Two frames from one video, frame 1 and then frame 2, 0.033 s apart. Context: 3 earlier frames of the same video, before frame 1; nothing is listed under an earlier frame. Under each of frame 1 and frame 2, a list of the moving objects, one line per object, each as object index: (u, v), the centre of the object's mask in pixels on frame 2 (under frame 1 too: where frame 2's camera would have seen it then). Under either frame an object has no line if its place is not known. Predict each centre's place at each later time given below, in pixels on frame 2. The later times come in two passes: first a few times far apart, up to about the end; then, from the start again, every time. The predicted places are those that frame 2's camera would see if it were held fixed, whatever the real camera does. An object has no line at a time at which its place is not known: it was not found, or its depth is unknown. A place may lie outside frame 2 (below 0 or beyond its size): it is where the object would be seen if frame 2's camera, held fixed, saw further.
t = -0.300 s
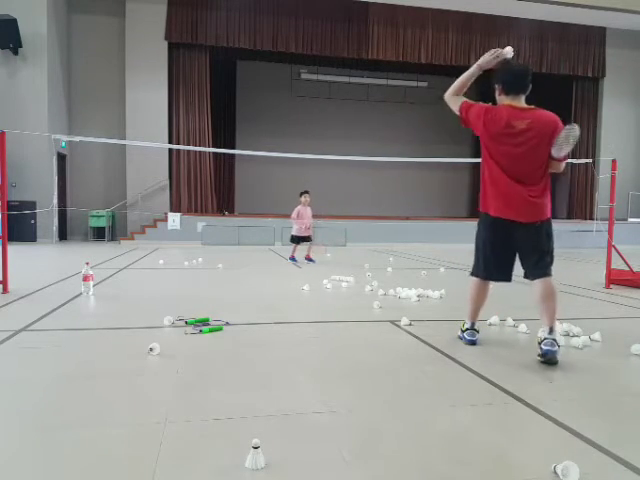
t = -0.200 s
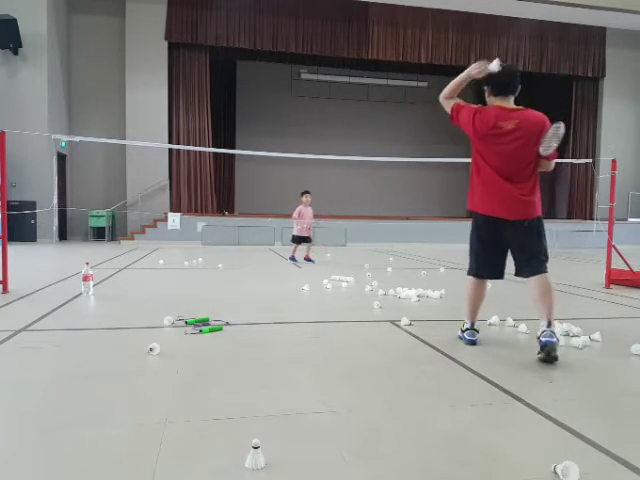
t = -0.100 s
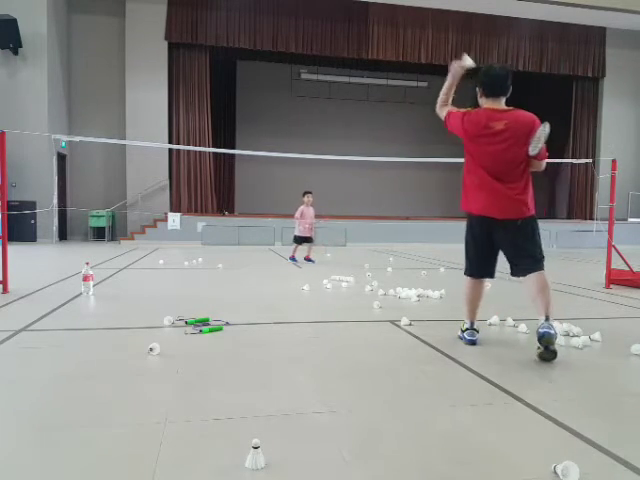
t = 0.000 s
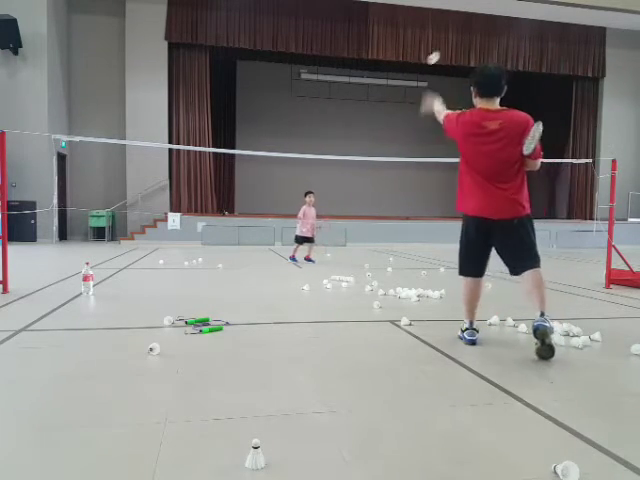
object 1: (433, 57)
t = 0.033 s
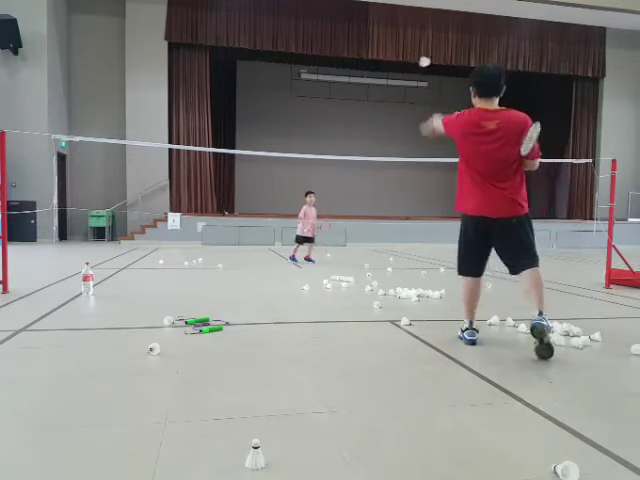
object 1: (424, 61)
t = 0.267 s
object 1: (393, 86)
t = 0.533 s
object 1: (377, 143)
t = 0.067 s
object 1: (417, 62)
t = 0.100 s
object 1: (410, 62)
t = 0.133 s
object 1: (406, 65)
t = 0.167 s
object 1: (403, 69)
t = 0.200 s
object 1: (400, 74)
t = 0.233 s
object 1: (396, 80)
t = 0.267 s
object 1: (393, 86)
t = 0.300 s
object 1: (390, 92)
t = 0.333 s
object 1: (388, 99)
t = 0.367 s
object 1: (385, 106)
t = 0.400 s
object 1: (383, 113)
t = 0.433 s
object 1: (381, 120)
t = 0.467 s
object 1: (380, 127)
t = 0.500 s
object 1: (378, 136)
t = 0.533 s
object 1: (377, 143)
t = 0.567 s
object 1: (375, 152)
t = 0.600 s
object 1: (374, 160)
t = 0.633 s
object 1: (373, 169)
